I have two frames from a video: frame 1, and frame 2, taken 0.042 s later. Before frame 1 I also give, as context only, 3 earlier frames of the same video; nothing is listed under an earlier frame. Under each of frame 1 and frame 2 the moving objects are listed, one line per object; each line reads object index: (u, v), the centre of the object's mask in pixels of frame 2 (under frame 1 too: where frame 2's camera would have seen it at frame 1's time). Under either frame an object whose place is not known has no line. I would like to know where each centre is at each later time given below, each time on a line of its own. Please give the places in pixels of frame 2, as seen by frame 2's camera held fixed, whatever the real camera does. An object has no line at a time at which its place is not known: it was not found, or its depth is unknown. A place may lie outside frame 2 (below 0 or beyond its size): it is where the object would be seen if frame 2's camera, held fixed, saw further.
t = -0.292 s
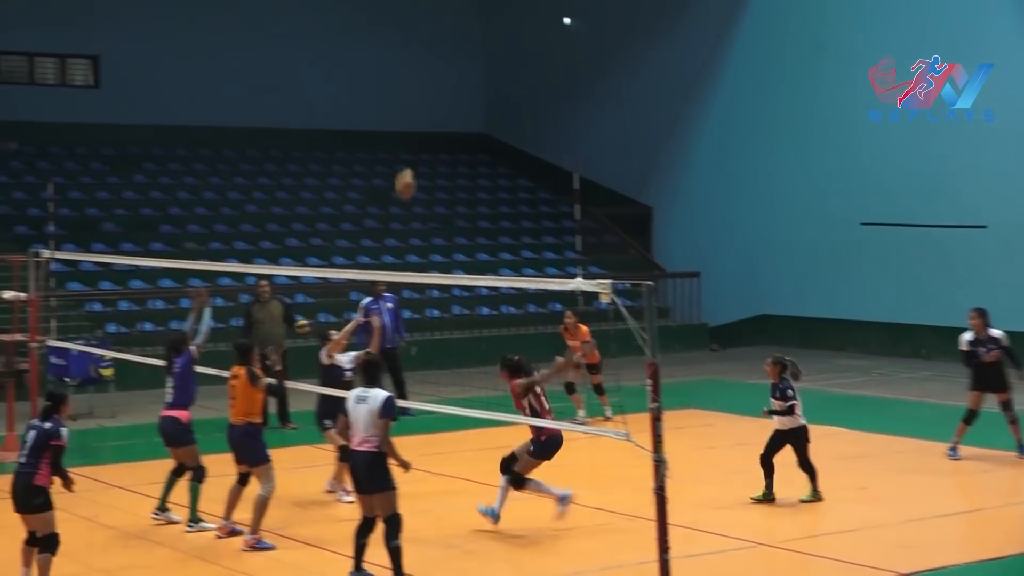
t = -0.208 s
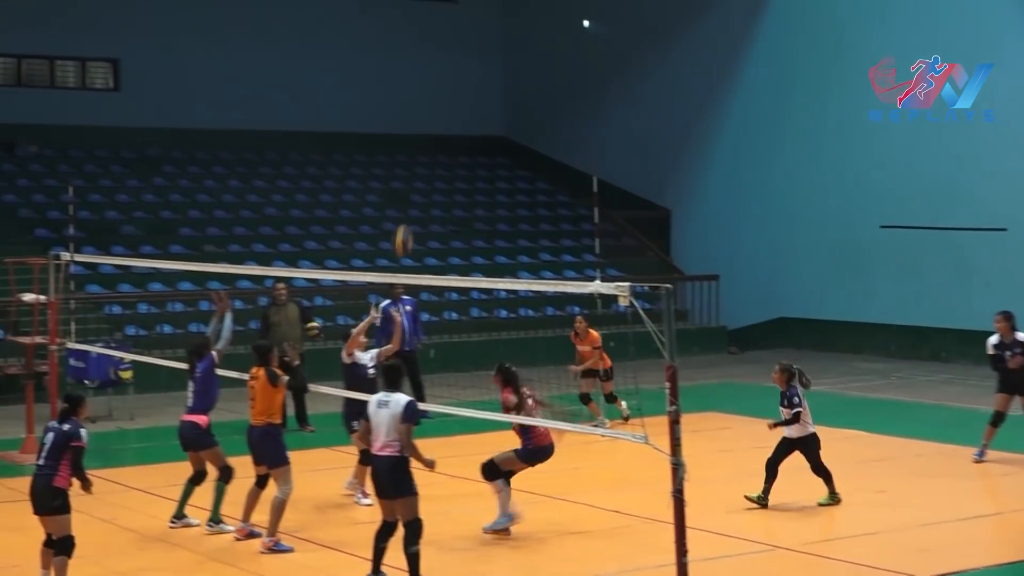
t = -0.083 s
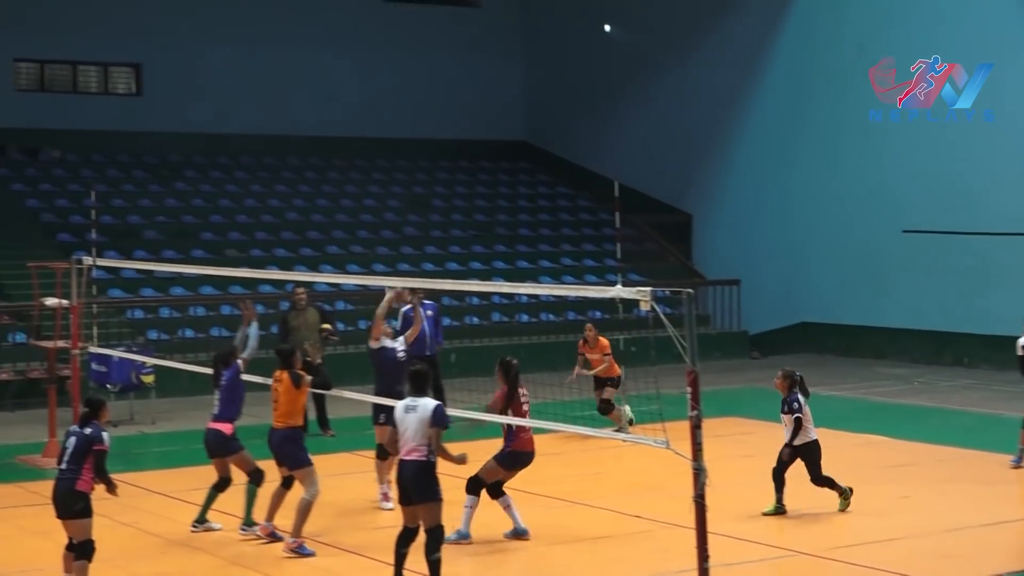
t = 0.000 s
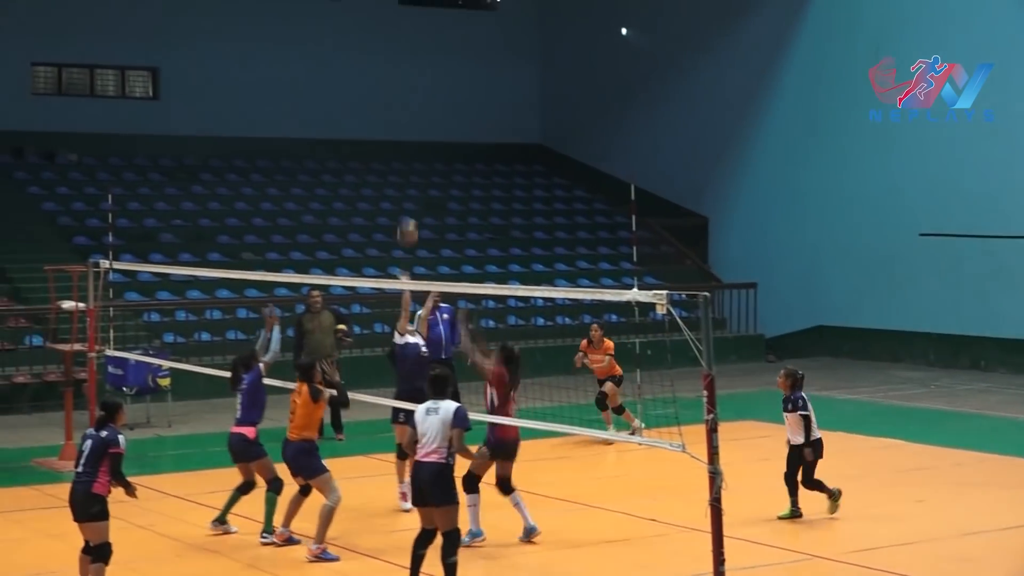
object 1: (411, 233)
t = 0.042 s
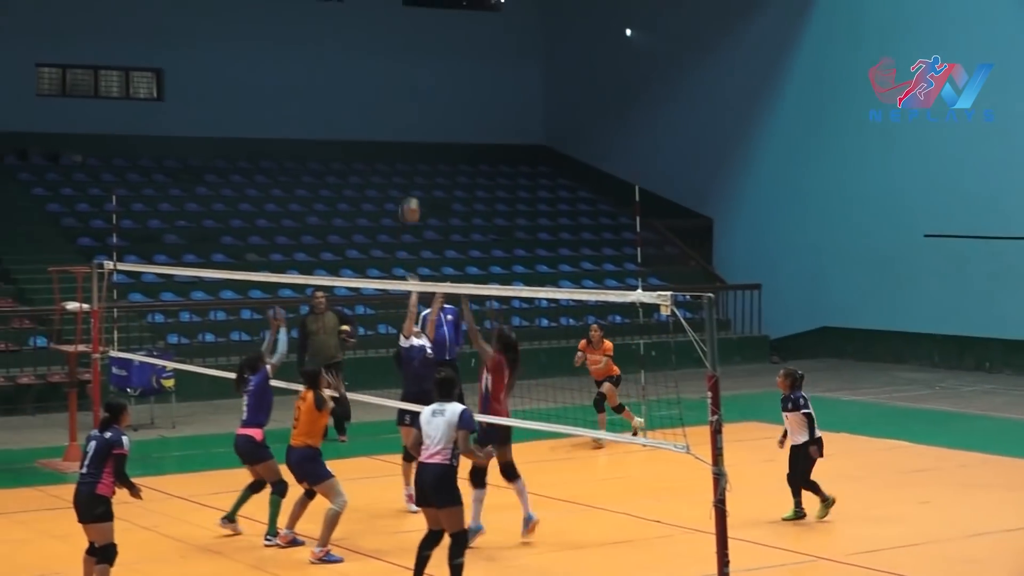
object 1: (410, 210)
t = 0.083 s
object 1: (406, 189)
